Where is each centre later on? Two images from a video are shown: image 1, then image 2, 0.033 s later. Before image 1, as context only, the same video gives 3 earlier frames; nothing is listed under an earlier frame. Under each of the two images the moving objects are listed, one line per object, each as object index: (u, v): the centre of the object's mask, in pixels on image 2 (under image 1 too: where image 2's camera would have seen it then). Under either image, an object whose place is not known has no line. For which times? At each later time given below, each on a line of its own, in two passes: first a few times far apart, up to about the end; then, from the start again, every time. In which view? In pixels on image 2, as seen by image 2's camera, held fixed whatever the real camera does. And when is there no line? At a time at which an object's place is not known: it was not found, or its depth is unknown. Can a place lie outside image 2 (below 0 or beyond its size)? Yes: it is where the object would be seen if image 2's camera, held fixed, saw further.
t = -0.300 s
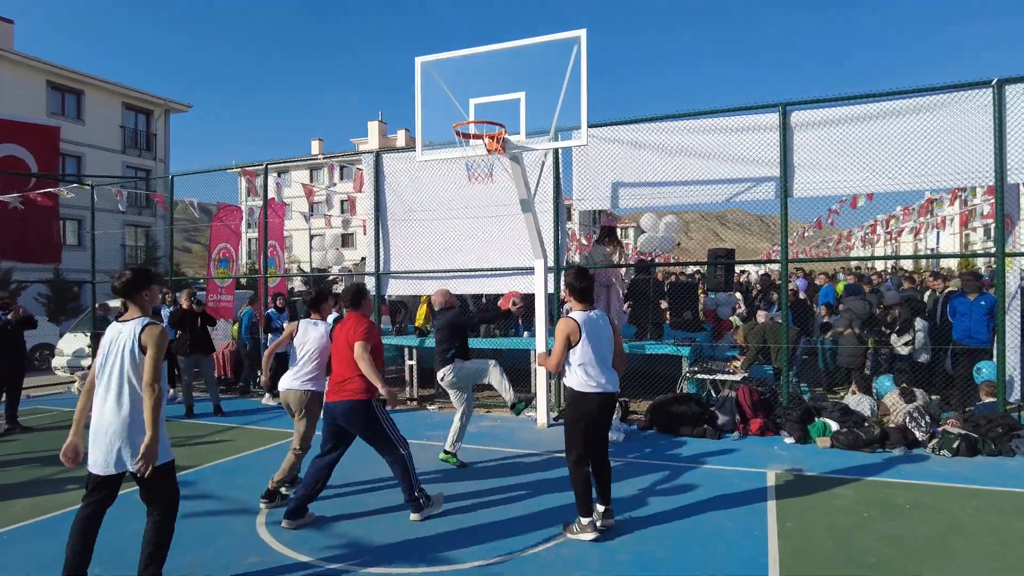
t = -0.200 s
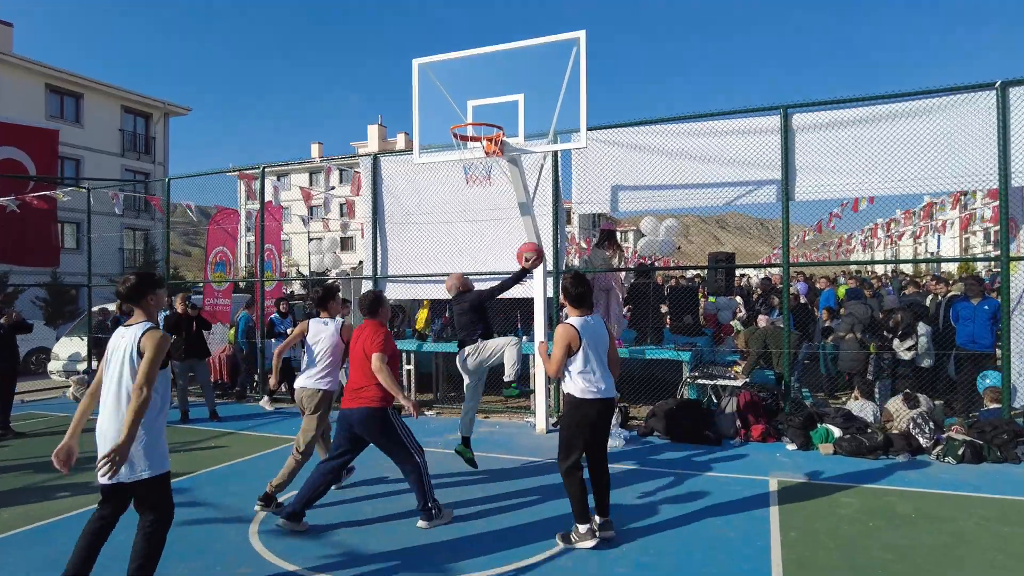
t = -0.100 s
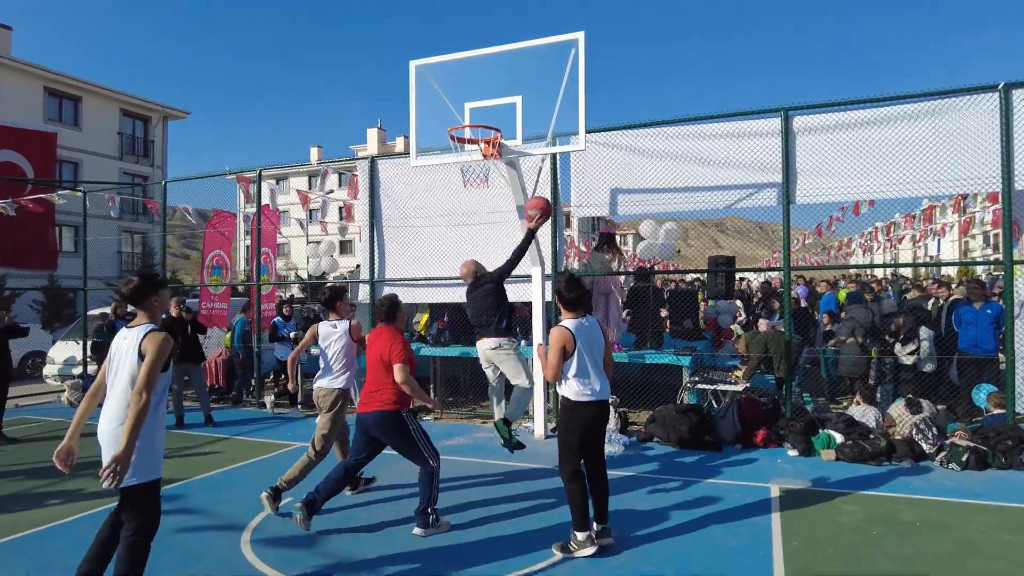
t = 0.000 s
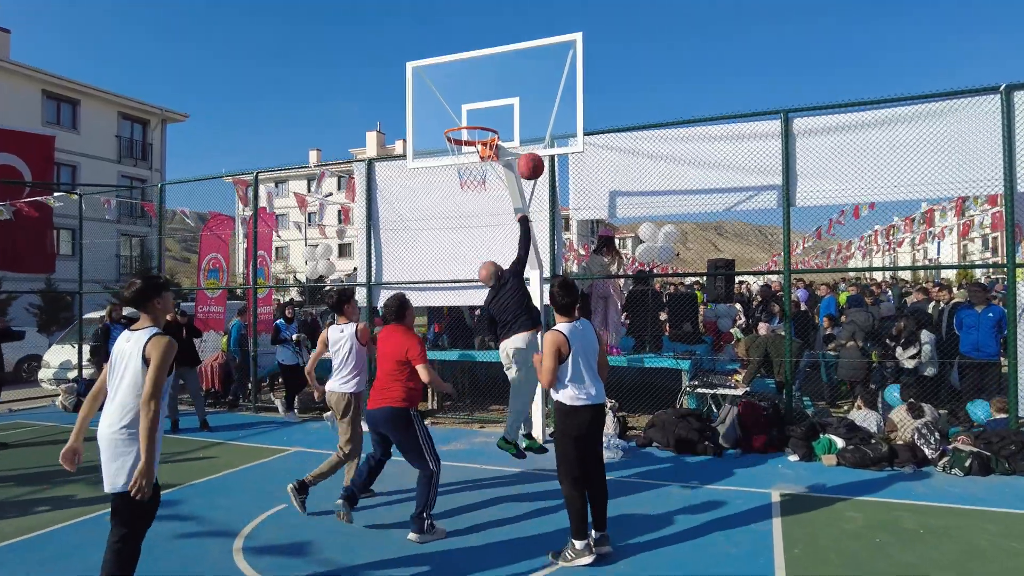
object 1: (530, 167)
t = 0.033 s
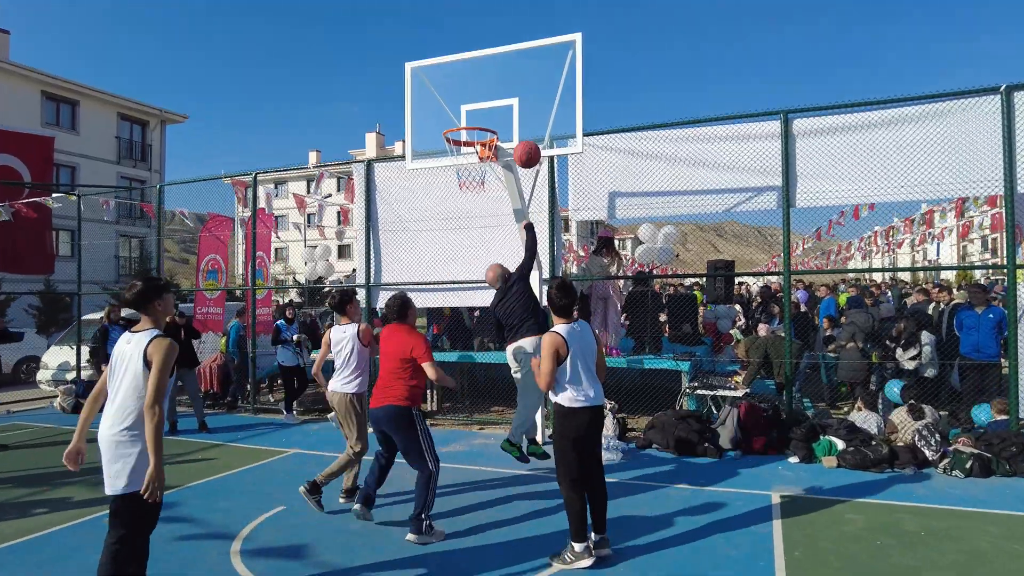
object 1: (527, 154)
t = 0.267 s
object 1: (511, 103)
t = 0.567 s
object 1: (476, 133)
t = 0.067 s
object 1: (524, 143)
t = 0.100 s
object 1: (522, 133)
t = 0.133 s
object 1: (520, 125)
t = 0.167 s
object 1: (517, 117)
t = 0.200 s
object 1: (515, 111)
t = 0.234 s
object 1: (513, 106)
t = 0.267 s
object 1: (511, 103)
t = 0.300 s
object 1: (509, 101)
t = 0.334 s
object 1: (505, 101)
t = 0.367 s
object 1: (501, 102)
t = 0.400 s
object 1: (496, 104)
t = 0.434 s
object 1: (492, 108)
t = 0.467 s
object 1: (488, 112)
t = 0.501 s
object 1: (484, 118)
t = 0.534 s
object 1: (480, 125)
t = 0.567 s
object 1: (476, 133)
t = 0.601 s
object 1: (472, 143)
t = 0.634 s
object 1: (468, 155)
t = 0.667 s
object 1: (464, 167)
